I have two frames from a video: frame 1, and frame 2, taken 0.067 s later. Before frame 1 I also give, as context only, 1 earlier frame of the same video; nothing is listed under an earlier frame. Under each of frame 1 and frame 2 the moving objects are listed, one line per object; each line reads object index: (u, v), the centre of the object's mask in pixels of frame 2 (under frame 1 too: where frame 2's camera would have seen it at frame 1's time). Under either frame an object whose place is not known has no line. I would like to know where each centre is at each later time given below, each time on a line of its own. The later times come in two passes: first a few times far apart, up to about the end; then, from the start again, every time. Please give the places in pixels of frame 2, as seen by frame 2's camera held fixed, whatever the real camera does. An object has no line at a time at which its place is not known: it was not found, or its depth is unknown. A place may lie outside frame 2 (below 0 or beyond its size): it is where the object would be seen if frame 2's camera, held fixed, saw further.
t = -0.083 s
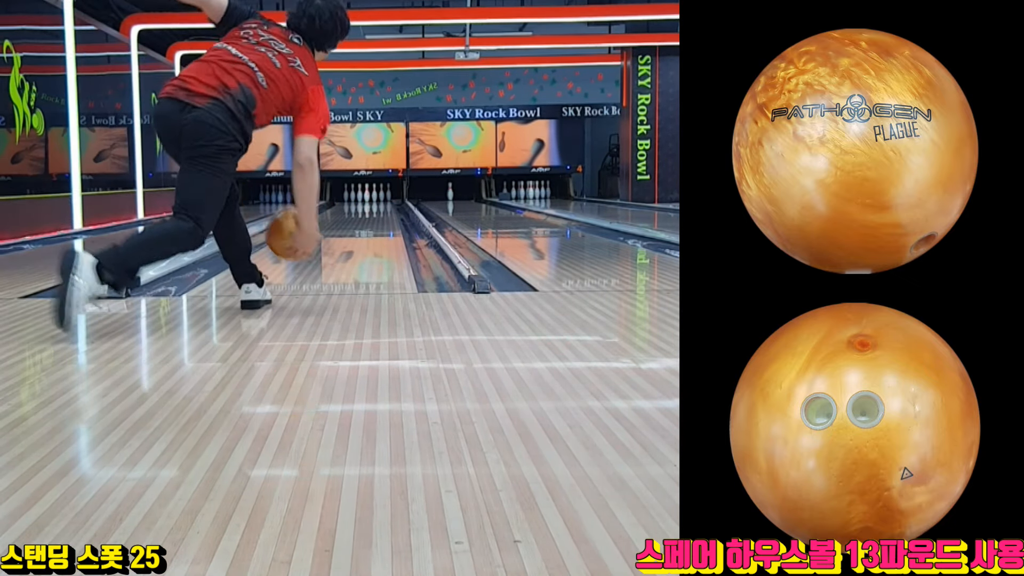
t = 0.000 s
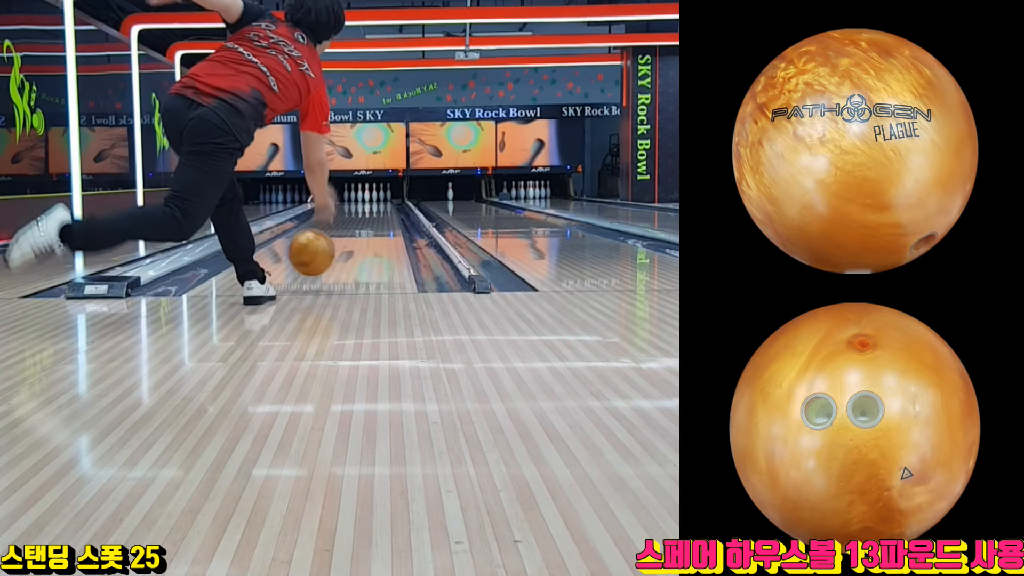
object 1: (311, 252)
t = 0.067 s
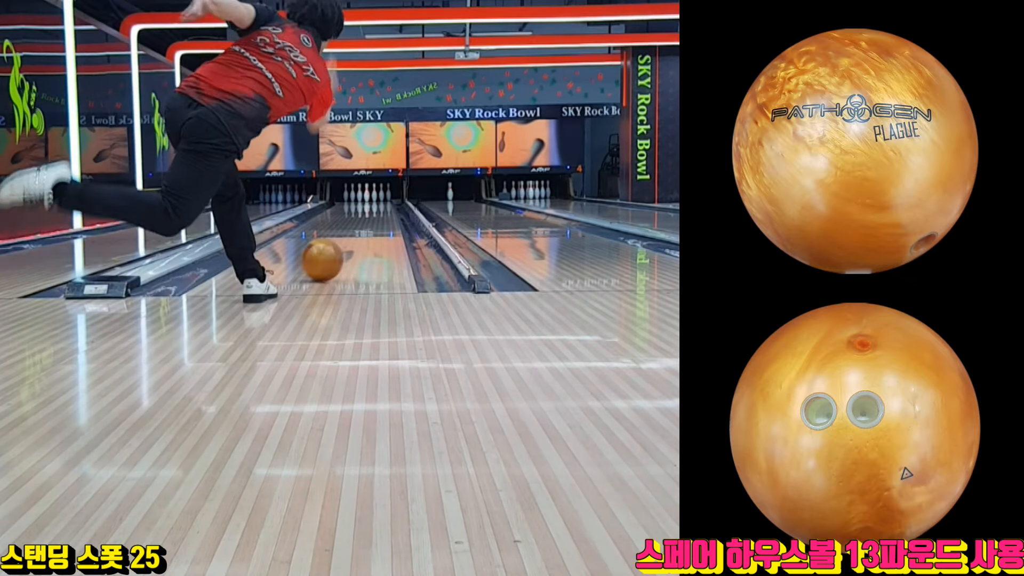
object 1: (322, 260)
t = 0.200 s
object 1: (338, 247)
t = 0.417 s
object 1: (354, 233)
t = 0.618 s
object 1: (363, 224)
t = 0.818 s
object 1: (369, 218)
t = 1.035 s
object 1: (374, 213)
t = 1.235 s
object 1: (376, 209)
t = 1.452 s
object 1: (377, 207)
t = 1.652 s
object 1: (378, 204)
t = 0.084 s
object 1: (324, 258)
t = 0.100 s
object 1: (326, 256)
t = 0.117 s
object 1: (329, 254)
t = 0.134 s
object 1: (331, 254)
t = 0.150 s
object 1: (333, 252)
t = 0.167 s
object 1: (335, 251)
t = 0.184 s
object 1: (336, 249)
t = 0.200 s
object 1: (338, 247)
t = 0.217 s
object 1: (339, 246)
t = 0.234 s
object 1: (341, 245)
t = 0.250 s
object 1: (343, 244)
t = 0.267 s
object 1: (344, 243)
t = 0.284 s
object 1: (345, 241)
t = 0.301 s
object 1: (347, 240)
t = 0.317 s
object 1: (348, 239)
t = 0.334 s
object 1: (349, 238)
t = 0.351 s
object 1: (350, 237)
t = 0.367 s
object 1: (351, 236)
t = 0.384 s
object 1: (352, 235)
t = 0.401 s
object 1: (353, 234)
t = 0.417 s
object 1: (354, 233)
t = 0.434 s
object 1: (355, 232)
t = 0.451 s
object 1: (356, 231)
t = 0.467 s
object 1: (357, 231)
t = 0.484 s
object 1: (358, 230)
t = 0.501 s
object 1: (359, 229)
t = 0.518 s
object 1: (359, 228)
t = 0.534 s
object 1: (360, 227)
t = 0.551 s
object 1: (361, 227)
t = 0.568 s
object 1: (362, 226)
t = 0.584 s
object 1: (362, 225)
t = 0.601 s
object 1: (363, 225)
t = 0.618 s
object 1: (363, 224)
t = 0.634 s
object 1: (364, 224)
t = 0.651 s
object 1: (365, 223)
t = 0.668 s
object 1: (365, 222)
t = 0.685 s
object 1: (366, 222)
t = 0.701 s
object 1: (366, 221)
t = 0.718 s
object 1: (366, 221)
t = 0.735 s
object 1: (367, 220)
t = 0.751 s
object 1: (367, 220)
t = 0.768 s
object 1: (368, 219)
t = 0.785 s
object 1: (368, 219)
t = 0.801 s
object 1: (369, 219)
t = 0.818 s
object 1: (369, 218)
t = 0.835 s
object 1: (370, 218)
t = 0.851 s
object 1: (370, 217)
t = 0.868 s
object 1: (371, 217)
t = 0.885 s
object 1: (371, 217)
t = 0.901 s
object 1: (371, 216)
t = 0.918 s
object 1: (372, 216)
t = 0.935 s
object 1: (372, 215)
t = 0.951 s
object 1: (372, 215)
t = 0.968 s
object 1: (372, 215)
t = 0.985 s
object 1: (373, 214)
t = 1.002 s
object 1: (373, 214)
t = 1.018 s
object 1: (373, 213)
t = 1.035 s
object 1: (374, 213)
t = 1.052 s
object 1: (374, 213)
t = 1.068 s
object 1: (374, 213)
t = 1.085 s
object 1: (374, 212)
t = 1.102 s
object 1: (375, 212)
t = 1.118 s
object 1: (375, 212)
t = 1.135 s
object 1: (375, 211)
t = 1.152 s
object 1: (375, 211)
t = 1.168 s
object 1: (375, 211)
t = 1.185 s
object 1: (375, 210)
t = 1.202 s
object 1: (376, 210)
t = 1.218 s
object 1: (376, 209)
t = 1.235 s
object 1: (376, 209)
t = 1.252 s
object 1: (376, 209)
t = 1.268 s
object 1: (376, 209)
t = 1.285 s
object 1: (376, 209)
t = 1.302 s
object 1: (376, 208)
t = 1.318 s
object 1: (376, 208)
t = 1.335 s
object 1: (376, 208)
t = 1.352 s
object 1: (377, 208)
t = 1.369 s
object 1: (377, 208)
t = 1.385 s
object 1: (377, 207)
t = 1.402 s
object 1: (377, 207)
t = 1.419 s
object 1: (377, 207)
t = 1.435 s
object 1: (377, 207)
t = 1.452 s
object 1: (377, 207)
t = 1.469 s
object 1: (377, 207)
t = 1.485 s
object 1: (377, 207)
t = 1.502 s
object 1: (377, 206)
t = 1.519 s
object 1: (378, 205)
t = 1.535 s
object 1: (377, 205)
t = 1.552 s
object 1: (377, 205)
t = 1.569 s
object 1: (378, 205)
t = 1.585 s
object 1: (378, 205)
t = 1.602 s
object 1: (378, 205)
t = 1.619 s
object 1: (377, 205)
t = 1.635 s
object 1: (378, 204)
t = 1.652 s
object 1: (378, 204)
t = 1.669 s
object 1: (378, 204)
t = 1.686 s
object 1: (378, 204)
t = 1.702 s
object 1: (378, 204)
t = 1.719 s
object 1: (378, 204)
